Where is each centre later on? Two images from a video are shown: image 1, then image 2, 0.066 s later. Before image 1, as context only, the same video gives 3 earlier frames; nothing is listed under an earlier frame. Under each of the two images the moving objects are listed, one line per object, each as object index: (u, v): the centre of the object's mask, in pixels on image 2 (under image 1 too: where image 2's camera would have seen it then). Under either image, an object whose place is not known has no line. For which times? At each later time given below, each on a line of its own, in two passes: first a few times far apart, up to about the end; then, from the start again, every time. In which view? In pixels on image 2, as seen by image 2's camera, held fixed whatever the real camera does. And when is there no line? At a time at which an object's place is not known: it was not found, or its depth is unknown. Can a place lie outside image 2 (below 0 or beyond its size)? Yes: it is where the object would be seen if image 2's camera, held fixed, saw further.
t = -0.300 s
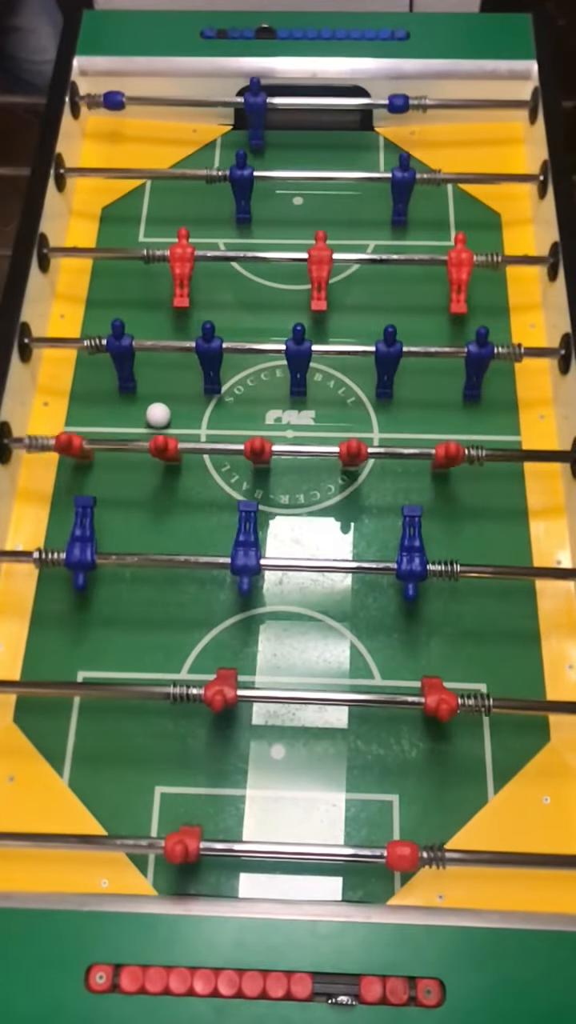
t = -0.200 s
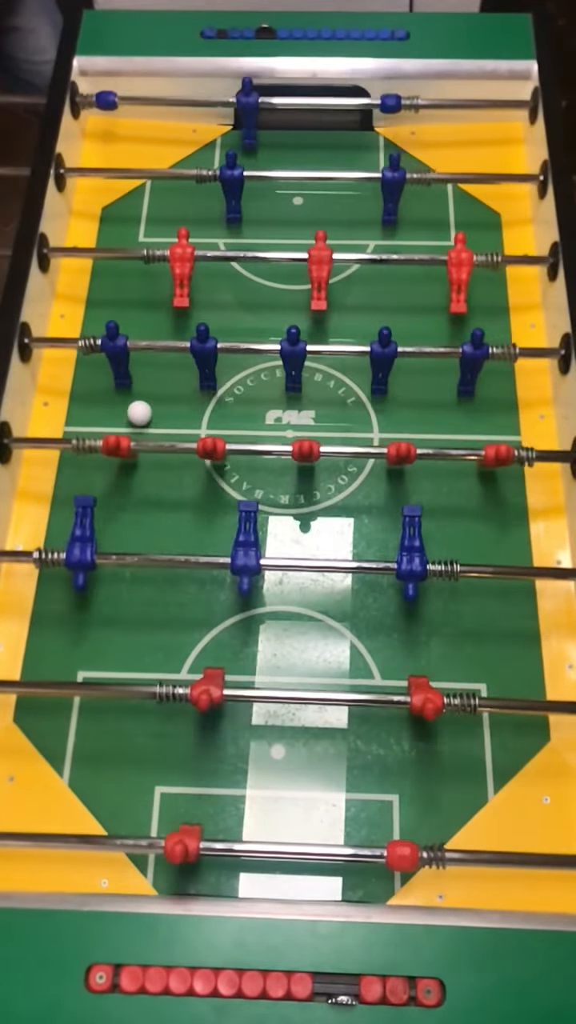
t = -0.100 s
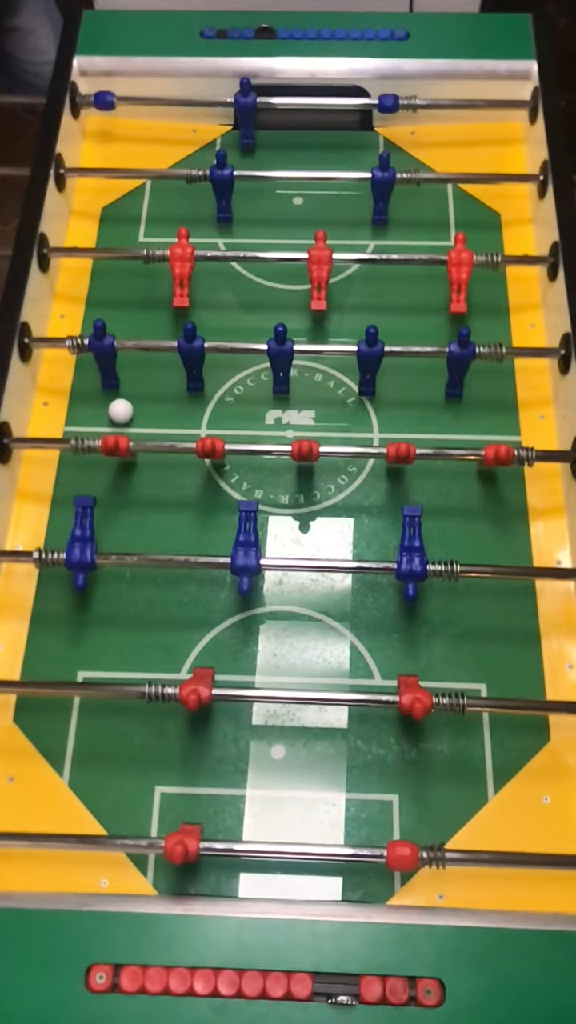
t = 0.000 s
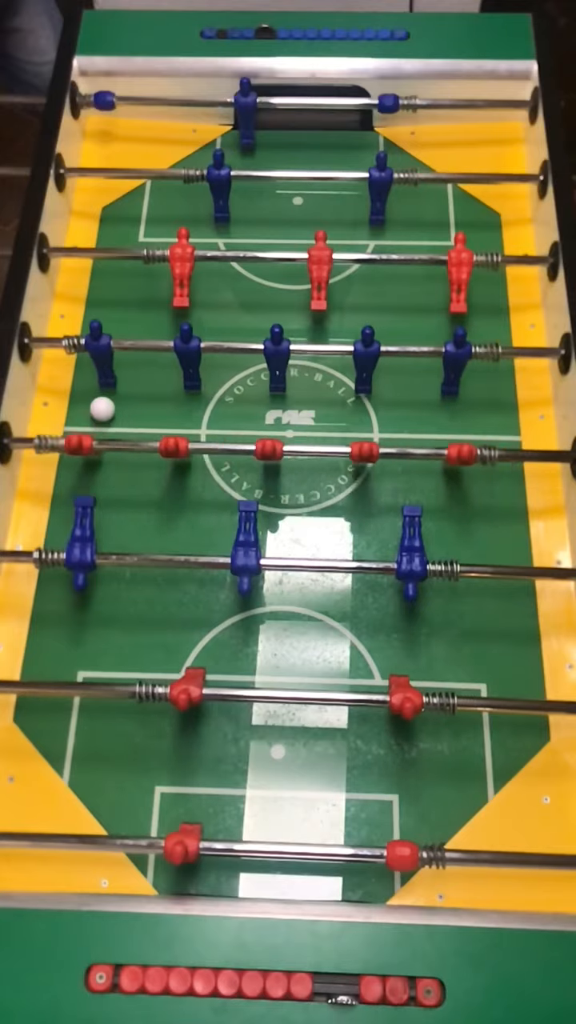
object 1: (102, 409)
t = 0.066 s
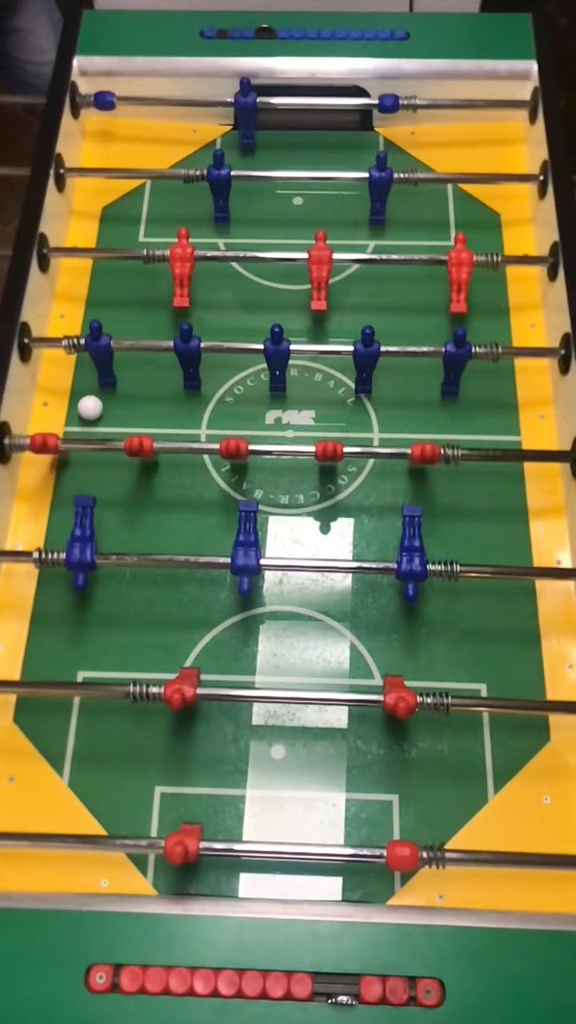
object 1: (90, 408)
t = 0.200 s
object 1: (66, 405)
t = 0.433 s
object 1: (54, 394)
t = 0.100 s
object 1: (84, 407)
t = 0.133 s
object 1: (78, 406)
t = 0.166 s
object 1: (72, 406)
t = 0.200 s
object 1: (66, 405)
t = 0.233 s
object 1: (62, 403)
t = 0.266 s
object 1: (58, 401)
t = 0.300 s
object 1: (55, 399)
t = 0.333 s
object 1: (54, 397)
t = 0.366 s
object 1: (52, 396)
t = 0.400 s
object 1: (53, 395)
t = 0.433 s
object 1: (54, 394)
